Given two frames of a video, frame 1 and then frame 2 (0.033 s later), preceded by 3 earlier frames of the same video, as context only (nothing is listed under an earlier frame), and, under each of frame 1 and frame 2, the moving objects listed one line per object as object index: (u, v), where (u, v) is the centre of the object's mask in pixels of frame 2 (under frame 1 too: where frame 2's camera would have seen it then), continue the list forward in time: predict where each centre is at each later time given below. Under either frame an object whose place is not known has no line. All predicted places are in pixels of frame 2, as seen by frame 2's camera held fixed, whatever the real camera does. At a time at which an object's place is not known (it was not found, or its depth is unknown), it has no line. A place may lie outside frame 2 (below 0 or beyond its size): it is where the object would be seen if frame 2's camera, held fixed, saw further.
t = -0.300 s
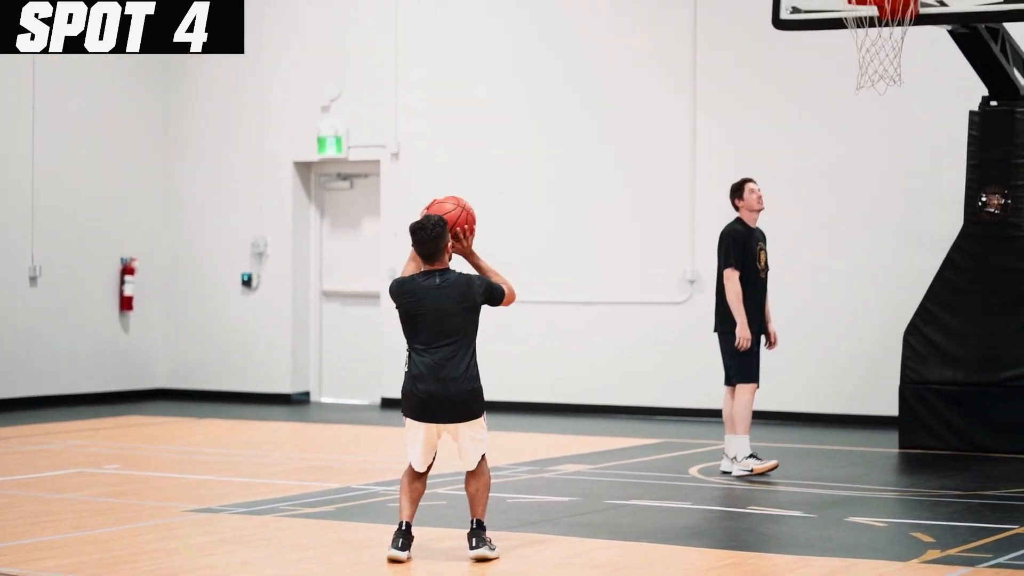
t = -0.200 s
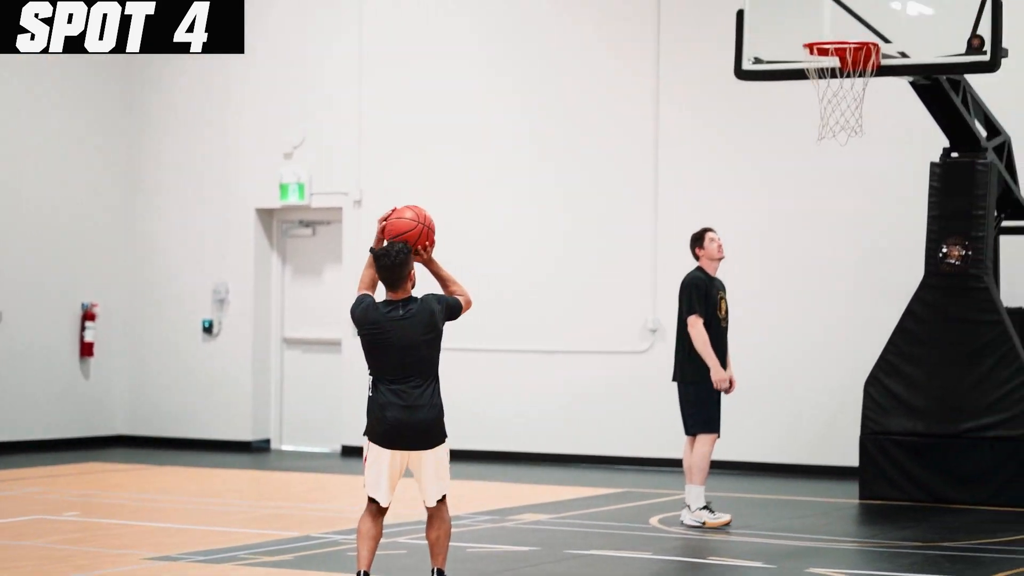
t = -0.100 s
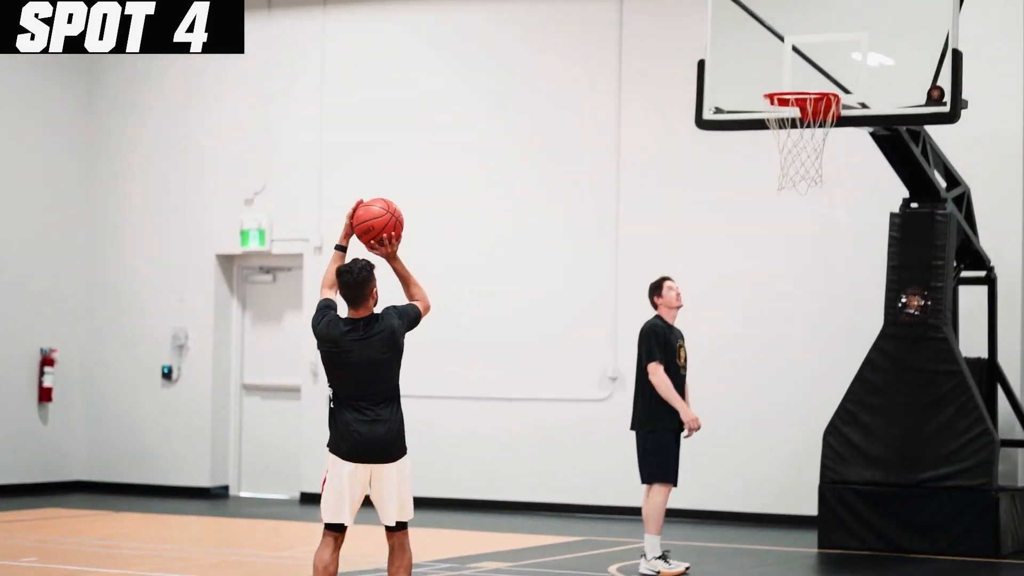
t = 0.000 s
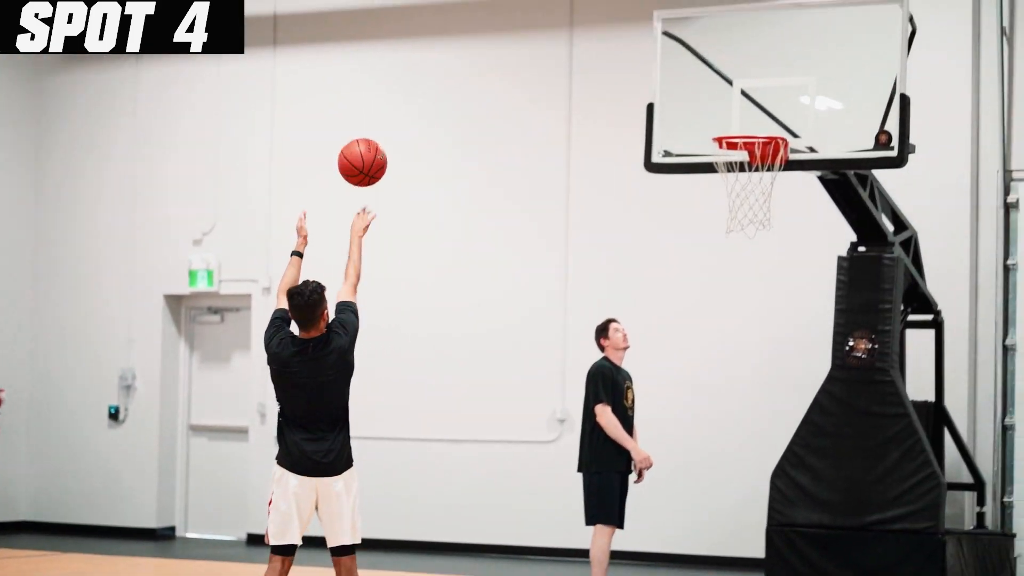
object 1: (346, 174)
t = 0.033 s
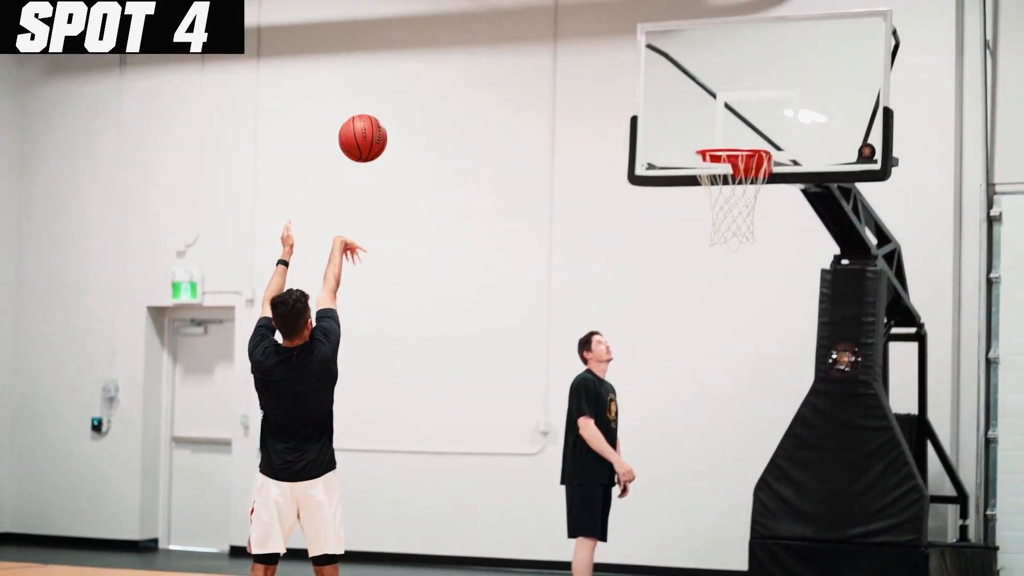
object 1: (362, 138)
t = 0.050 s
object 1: (370, 121)
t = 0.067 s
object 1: (378, 105)
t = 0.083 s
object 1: (385, 90)
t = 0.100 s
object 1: (393, 75)
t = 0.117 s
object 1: (400, 61)
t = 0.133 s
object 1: (407, 47)
